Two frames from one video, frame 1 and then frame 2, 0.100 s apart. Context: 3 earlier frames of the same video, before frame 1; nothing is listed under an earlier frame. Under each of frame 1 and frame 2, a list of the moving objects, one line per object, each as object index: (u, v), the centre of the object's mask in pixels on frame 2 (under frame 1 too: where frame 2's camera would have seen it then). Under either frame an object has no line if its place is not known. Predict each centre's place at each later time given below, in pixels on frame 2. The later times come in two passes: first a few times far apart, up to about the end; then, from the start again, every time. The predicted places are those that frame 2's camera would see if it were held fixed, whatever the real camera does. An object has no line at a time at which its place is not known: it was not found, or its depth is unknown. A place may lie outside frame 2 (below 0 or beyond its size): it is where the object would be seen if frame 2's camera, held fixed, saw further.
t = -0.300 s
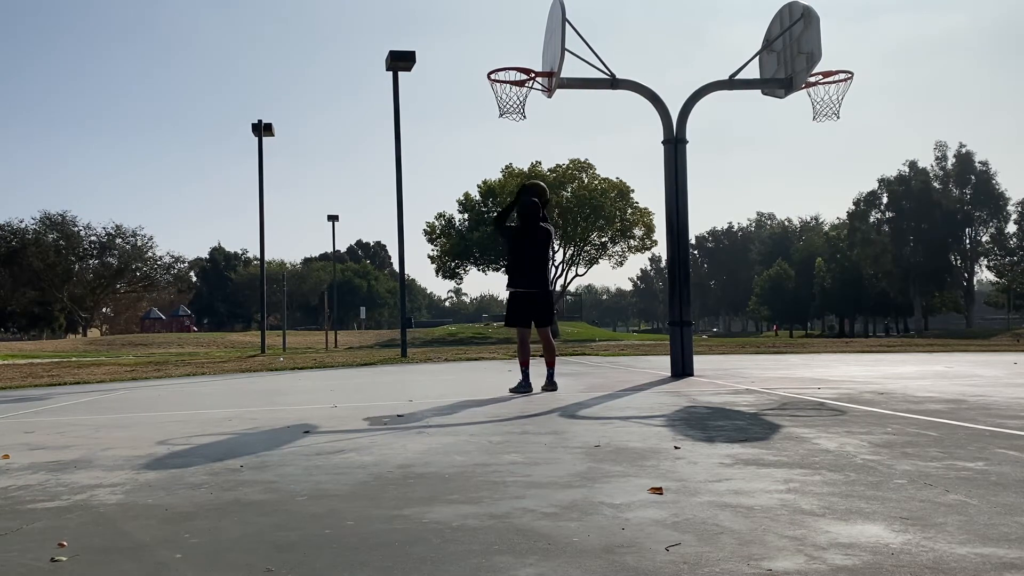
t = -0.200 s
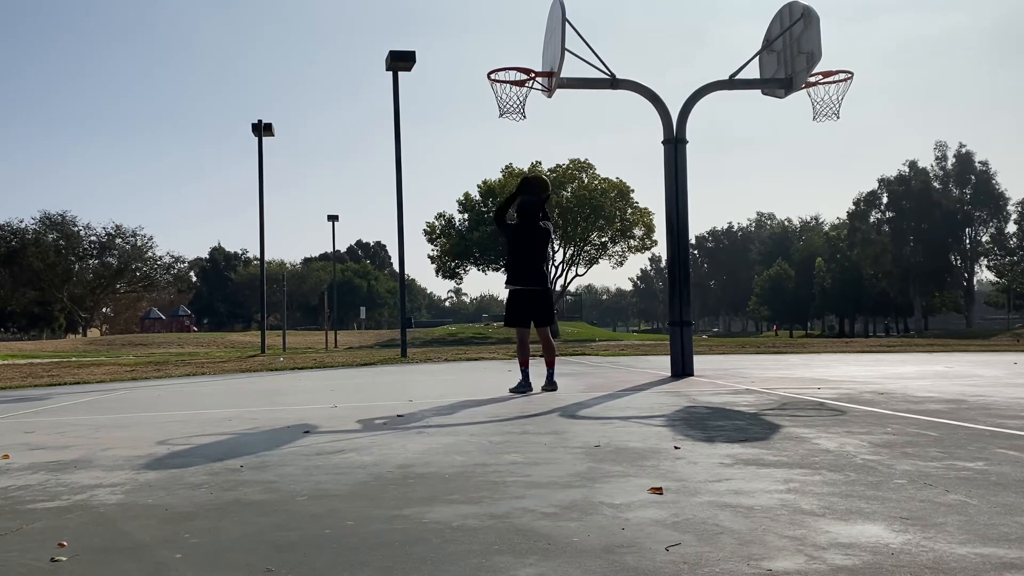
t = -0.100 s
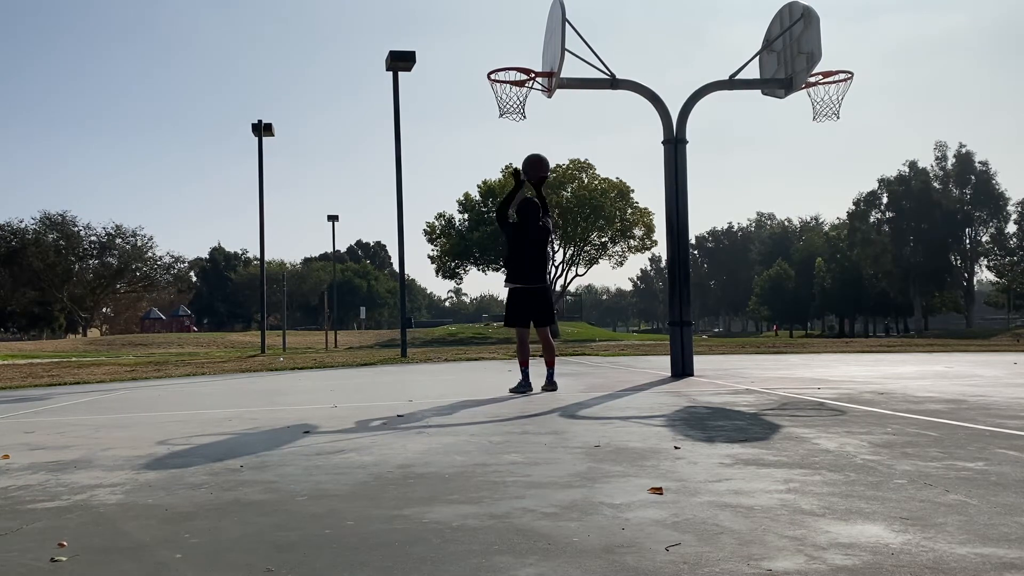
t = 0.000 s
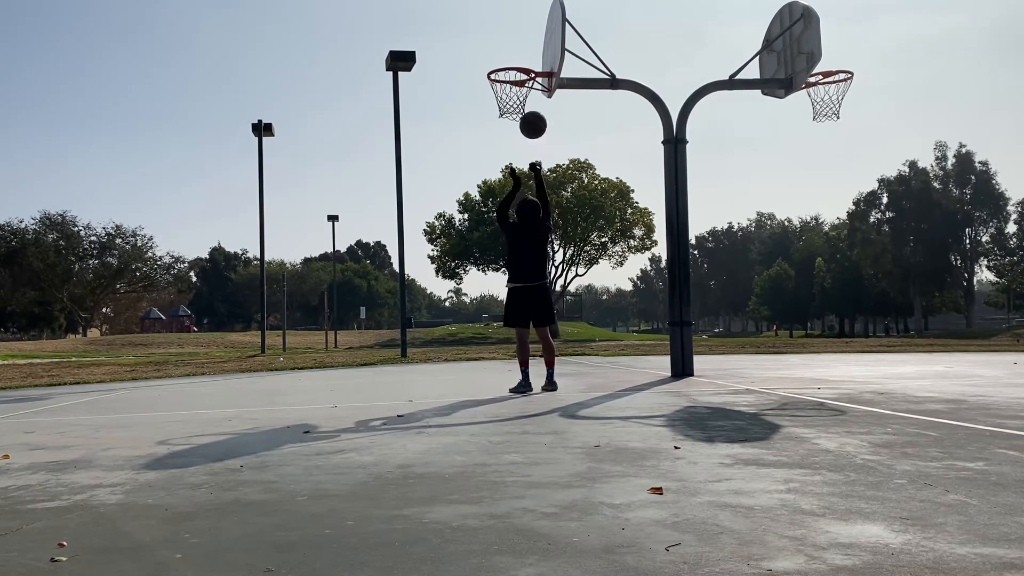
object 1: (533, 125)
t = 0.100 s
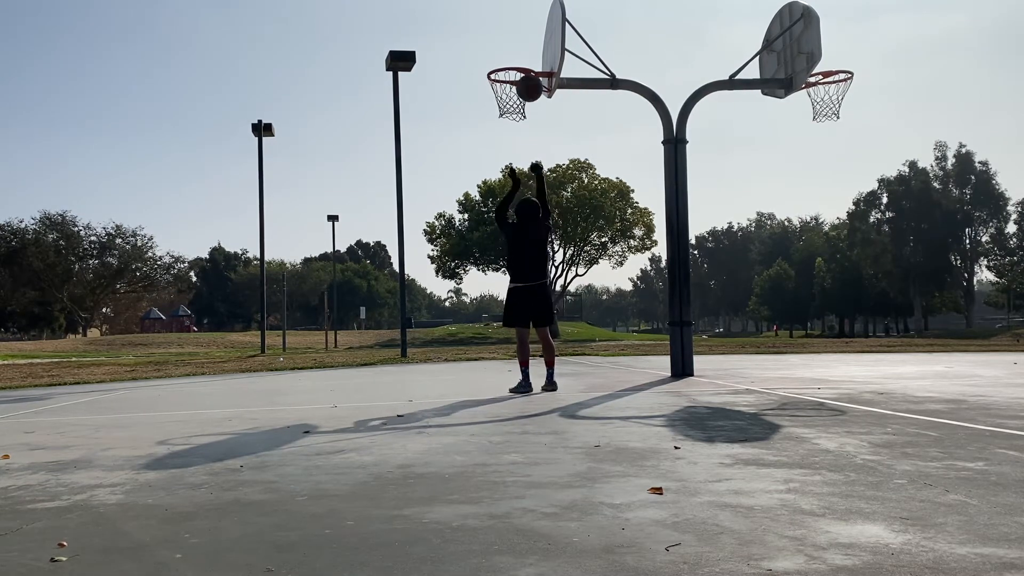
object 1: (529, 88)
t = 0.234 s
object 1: (526, 56)
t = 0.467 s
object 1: (521, 51)
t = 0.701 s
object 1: (528, 50)
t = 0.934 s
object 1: (538, 95)
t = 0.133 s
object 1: (528, 78)
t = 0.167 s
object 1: (527, 70)
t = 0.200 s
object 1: (527, 63)
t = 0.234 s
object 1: (526, 56)
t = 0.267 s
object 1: (525, 53)
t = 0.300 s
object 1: (524, 49)
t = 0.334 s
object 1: (523, 48)
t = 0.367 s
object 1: (523, 47)
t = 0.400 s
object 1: (522, 47)
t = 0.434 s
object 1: (521, 49)
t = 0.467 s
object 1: (521, 51)
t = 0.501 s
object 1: (520, 55)
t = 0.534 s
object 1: (521, 52)
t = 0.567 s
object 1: (523, 50)
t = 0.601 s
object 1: (524, 48)
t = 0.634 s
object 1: (525, 48)
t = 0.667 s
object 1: (526, 48)
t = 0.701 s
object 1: (528, 50)
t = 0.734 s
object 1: (529, 53)
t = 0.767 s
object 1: (530, 58)
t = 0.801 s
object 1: (532, 61)
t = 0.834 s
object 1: (534, 69)
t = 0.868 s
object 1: (535, 76)
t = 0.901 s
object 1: (537, 85)
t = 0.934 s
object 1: (538, 95)
